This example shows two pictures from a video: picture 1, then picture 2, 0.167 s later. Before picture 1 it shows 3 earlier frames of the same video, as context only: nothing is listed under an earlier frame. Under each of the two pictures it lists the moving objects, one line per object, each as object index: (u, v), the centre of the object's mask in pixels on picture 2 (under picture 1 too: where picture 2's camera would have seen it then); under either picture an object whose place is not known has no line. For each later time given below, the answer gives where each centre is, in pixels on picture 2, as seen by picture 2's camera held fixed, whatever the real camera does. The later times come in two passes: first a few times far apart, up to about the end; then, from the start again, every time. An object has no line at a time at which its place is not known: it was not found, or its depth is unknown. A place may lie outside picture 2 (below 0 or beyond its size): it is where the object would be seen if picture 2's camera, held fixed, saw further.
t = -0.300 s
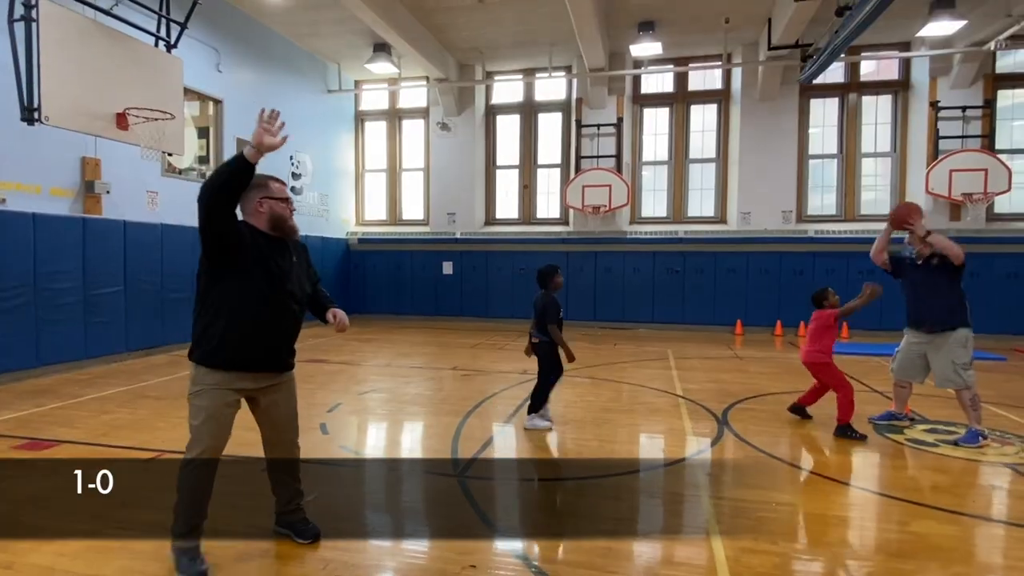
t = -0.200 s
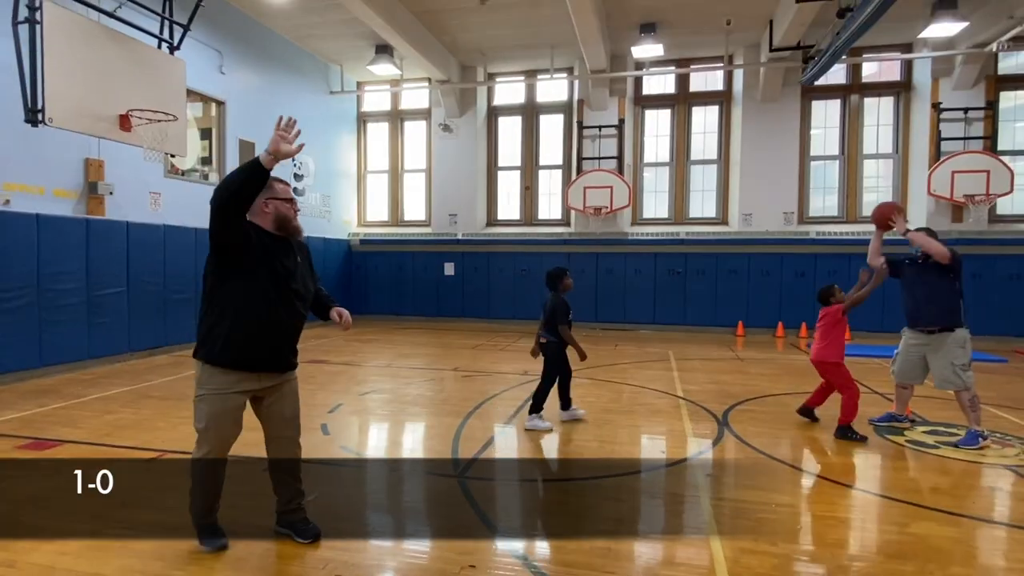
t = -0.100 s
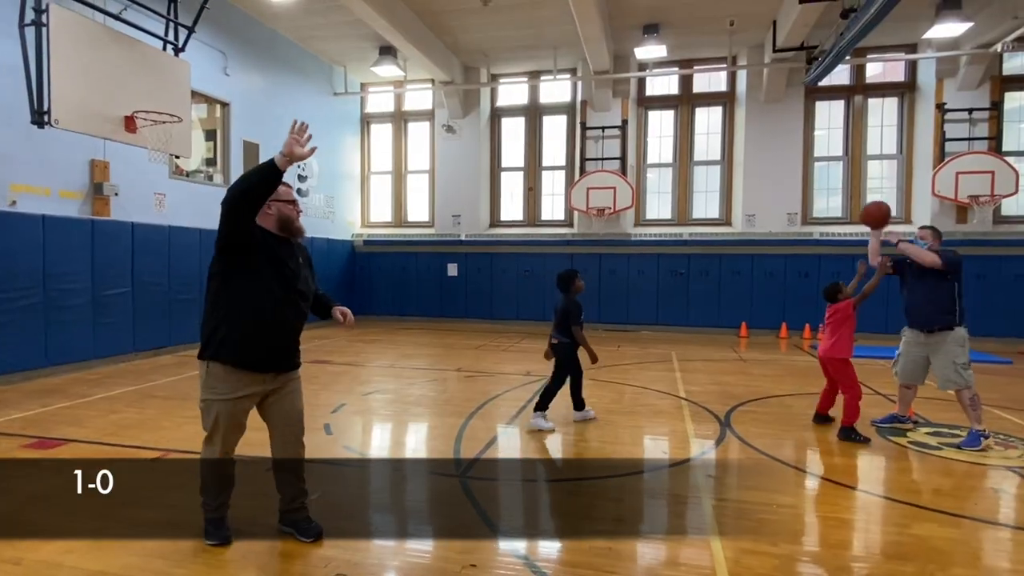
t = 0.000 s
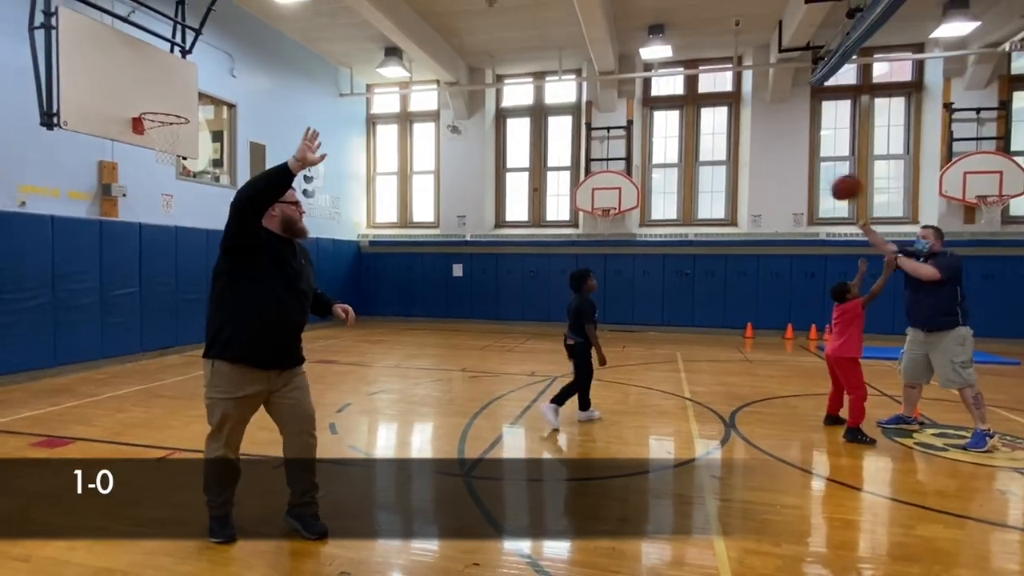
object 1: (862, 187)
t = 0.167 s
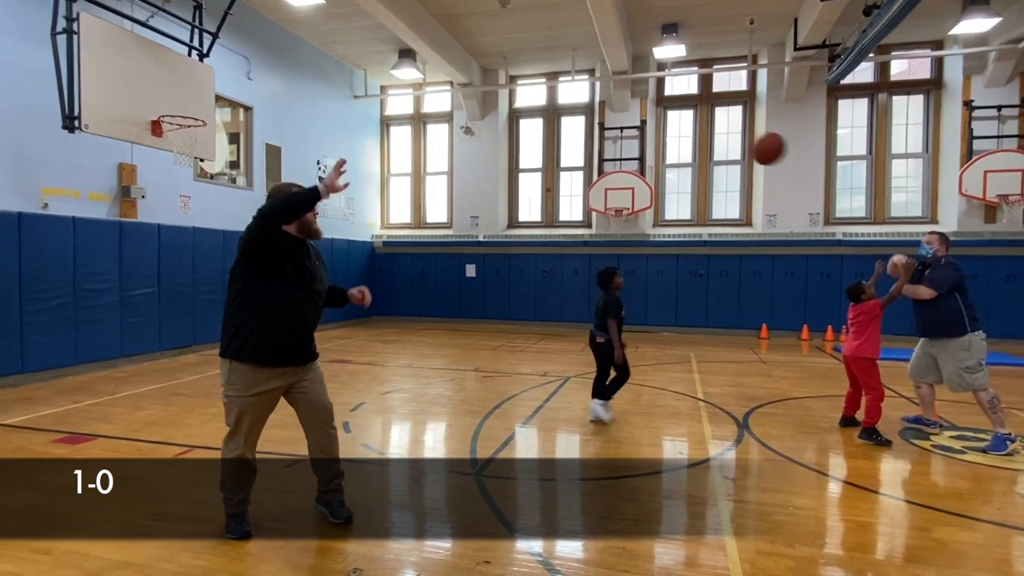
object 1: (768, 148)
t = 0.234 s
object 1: (722, 142)
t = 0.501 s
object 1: (493, 182)
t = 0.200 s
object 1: (747, 145)
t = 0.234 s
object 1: (722, 142)
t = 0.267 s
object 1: (700, 142)
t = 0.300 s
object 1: (673, 141)
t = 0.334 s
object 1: (649, 143)
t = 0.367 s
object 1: (620, 147)
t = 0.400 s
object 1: (592, 153)
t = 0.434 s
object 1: (558, 161)
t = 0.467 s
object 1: (525, 170)
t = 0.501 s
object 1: (493, 182)
